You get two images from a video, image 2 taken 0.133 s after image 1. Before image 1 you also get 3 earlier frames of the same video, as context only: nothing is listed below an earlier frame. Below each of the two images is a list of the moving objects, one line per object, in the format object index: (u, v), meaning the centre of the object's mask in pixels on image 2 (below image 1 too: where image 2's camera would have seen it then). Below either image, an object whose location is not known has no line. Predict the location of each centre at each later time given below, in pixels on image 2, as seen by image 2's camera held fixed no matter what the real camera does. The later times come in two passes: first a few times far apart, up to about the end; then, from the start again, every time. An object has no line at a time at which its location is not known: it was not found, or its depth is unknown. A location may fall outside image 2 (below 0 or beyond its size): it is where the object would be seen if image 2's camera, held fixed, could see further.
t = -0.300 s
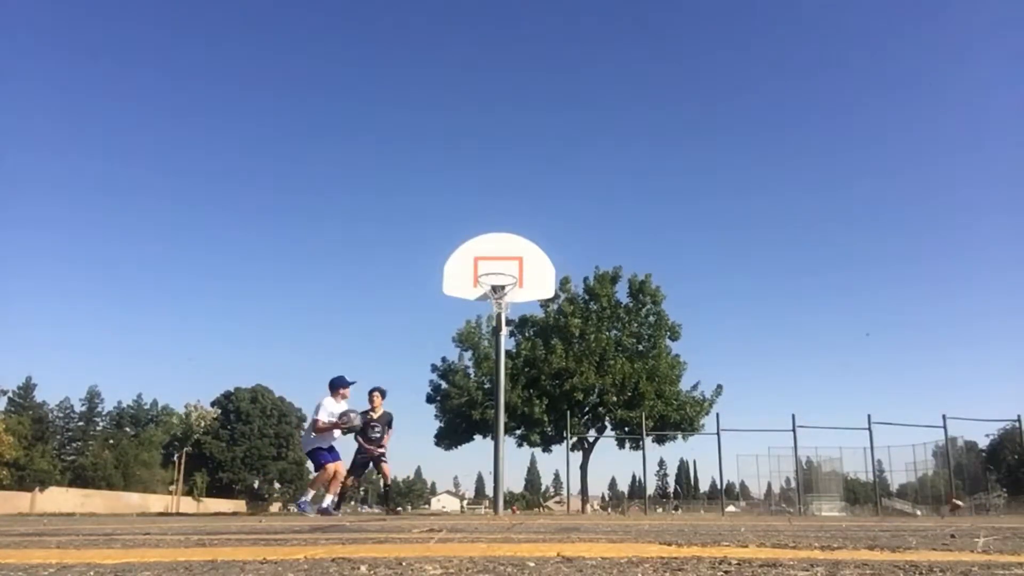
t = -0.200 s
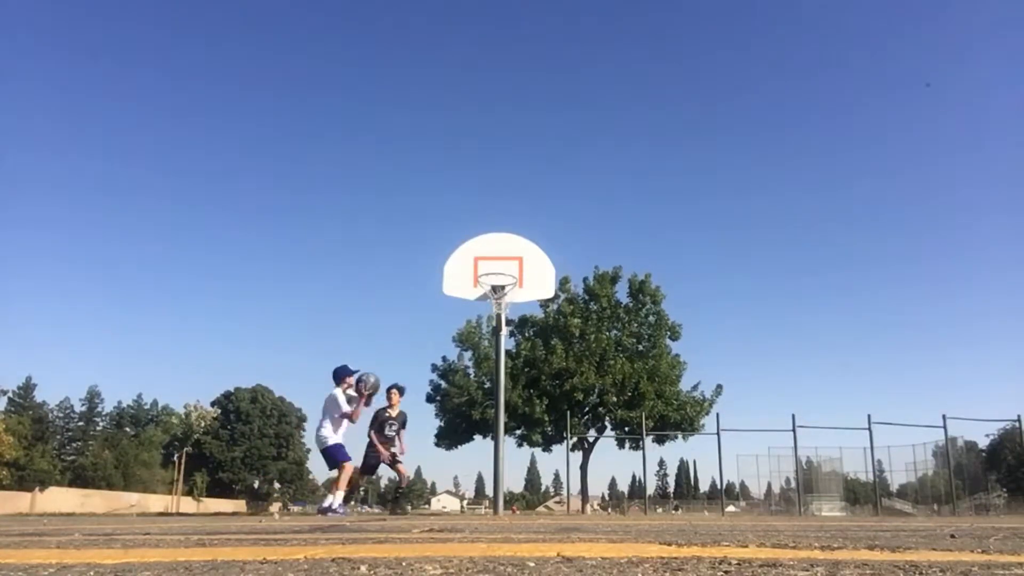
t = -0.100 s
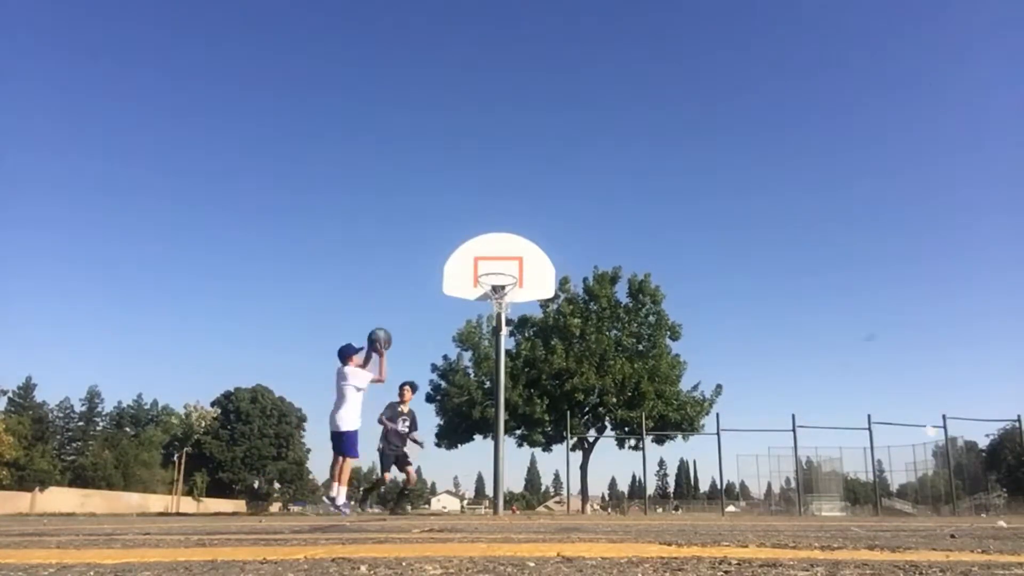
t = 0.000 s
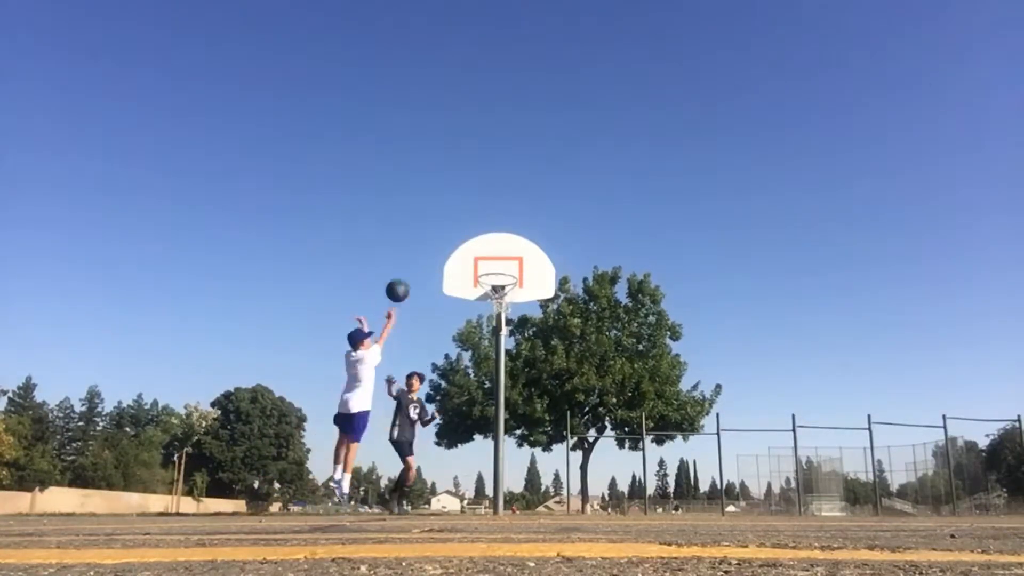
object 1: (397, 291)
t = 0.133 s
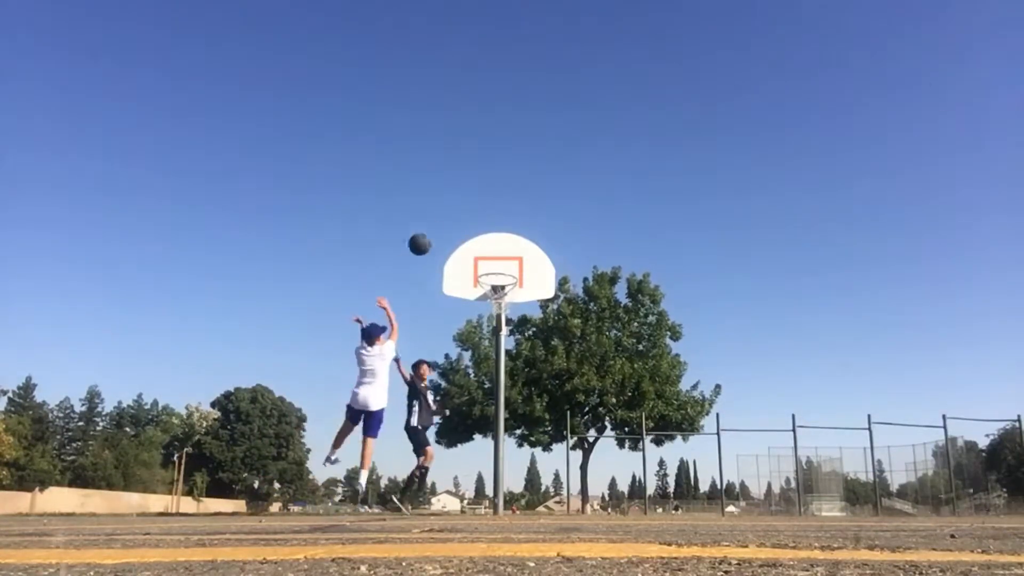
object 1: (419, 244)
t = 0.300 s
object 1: (443, 215)
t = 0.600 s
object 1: (478, 223)
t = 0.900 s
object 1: (505, 270)
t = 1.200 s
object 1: (512, 257)
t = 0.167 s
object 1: (425, 236)
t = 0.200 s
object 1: (429, 229)
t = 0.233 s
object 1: (433, 224)
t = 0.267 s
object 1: (438, 219)
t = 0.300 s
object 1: (443, 215)
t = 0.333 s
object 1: (447, 212)
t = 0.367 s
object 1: (451, 211)
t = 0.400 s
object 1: (455, 210)
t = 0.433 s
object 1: (459, 210)
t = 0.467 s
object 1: (463, 211)
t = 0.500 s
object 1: (467, 212)
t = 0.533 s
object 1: (470, 215)
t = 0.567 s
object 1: (474, 219)
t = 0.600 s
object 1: (478, 223)
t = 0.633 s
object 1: (482, 228)
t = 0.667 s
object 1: (485, 234)
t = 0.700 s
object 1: (489, 240)
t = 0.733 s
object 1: (492, 248)
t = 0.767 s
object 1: (496, 256)
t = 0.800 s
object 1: (499, 265)
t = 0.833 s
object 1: (503, 273)
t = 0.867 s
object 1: (504, 275)
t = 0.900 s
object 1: (505, 270)
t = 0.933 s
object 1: (505, 265)
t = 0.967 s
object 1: (506, 261)
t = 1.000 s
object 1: (507, 258)
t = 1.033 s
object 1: (508, 256)
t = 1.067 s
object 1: (508, 254)
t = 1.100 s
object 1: (509, 254)
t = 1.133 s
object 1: (510, 254)
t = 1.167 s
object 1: (511, 255)
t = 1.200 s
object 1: (512, 257)
